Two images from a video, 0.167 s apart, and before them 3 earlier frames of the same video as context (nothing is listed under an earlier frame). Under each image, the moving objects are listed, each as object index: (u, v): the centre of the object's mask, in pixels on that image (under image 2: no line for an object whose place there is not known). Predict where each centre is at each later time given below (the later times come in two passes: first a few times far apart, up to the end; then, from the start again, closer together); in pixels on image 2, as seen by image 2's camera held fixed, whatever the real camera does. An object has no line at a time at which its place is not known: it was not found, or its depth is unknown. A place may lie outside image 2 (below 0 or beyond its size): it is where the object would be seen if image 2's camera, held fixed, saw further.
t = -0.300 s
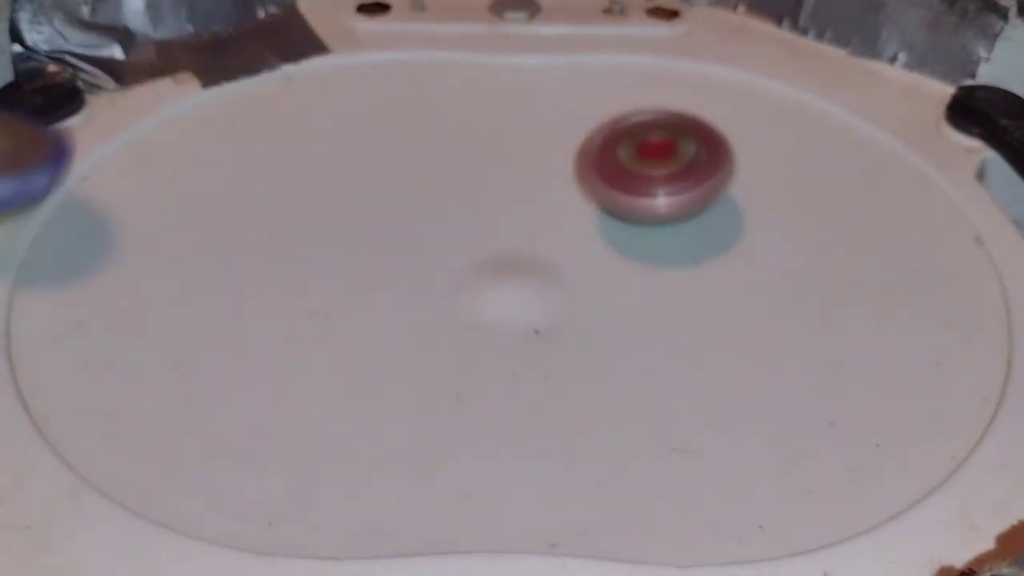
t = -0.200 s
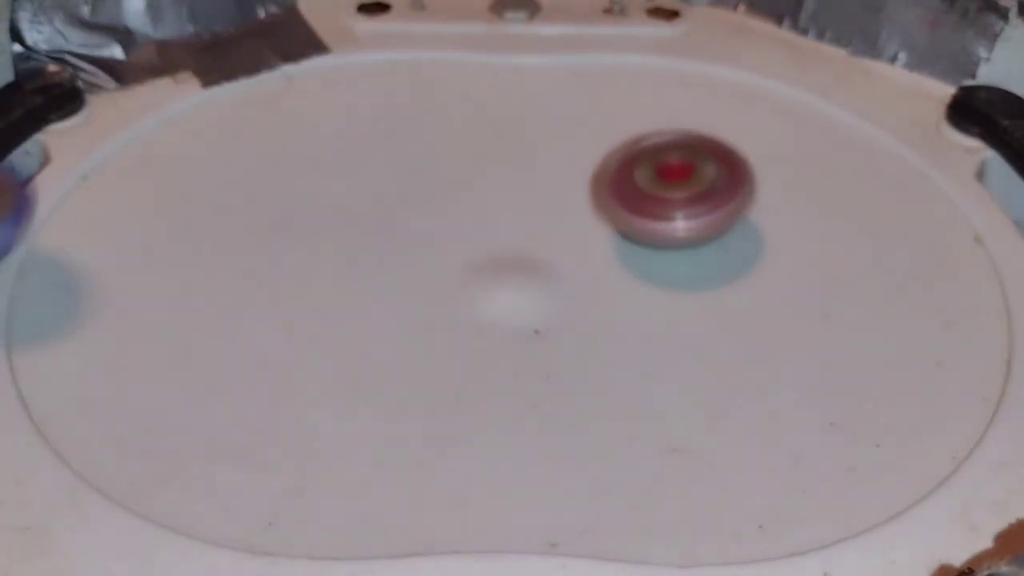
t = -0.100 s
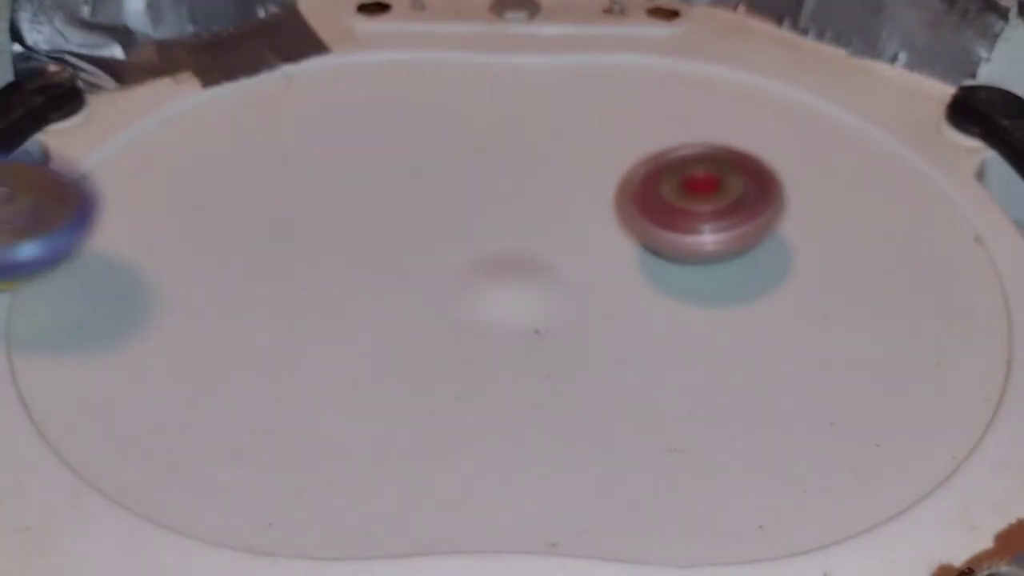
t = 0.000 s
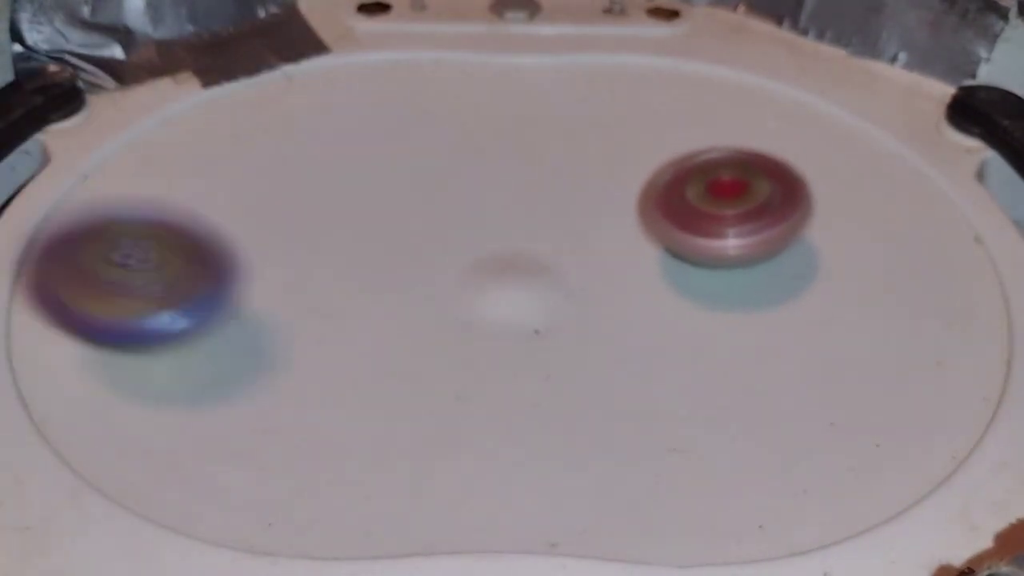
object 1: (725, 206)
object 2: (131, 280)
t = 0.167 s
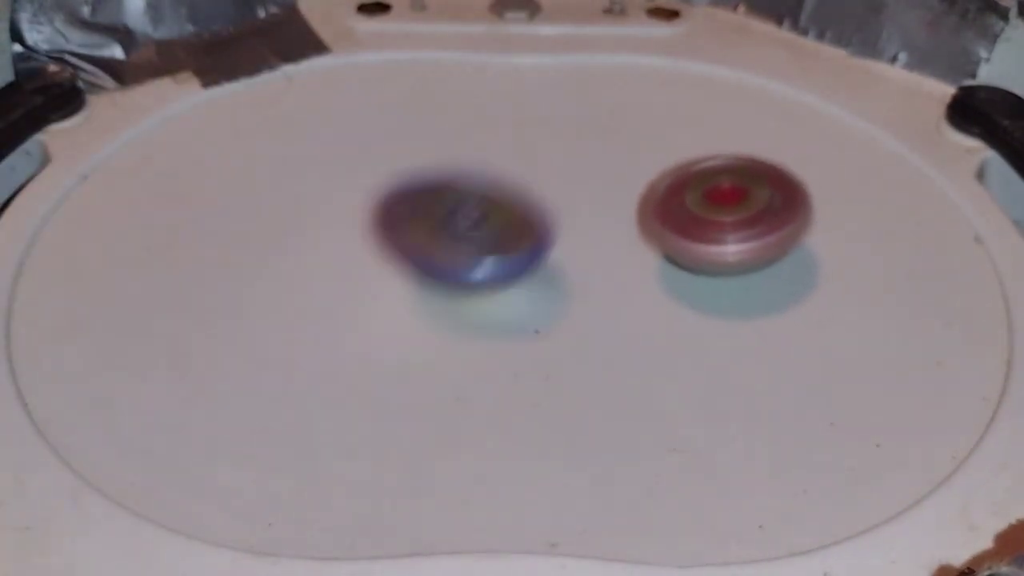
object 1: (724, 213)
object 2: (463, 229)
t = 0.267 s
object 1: (705, 225)
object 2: (505, 115)
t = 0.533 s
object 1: (667, 273)
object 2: (249, 32)
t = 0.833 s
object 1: (659, 311)
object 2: (552, 214)
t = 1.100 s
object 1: (689, 339)
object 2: (641, 30)
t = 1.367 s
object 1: (581, 297)
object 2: (365, 136)
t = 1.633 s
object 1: (714, 405)
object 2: (448, 162)
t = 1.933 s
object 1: (614, 248)
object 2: (465, 188)
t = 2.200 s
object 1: (458, 268)
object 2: (302, 171)
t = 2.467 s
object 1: (544, 296)
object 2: (395, 222)
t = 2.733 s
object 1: (532, 256)
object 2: (396, 120)
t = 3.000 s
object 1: (500, 265)
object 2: (347, 201)
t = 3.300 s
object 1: (795, 289)
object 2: (248, 156)
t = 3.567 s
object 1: (763, 197)
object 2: (439, 177)
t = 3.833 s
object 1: (622, 190)
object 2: (440, 85)
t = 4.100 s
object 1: (532, 280)
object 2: (422, 190)
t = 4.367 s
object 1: (722, 381)
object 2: (410, 106)
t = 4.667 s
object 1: (696, 315)
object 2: (488, 198)
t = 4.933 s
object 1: (668, 425)
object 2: (611, 77)
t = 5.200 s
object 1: (693, 379)
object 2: (447, 54)
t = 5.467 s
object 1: (579, 320)
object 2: (444, 197)
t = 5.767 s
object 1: (488, 302)
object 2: (559, 194)
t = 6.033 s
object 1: (441, 259)
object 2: (541, 169)
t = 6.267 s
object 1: (364, 256)
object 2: (602, 126)
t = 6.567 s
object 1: (408, 226)
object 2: (610, 171)
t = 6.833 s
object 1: (460, 194)
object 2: (708, 221)
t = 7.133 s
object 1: (506, 174)
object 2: (659, 238)
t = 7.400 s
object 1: (531, 182)
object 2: (595, 316)
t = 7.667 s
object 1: (559, 196)
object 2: (599, 313)
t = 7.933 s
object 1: (568, 193)
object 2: (553, 301)
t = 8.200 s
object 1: (584, 171)
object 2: (397, 333)
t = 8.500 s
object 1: (549, 201)
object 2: (280, 283)
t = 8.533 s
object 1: (547, 205)
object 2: (276, 272)
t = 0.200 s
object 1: (719, 216)
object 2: (492, 194)
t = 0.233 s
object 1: (712, 220)
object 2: (508, 153)
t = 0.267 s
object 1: (705, 225)
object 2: (505, 115)
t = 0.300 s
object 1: (697, 230)
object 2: (486, 79)
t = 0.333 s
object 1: (690, 236)
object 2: (453, 48)
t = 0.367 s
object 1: (684, 242)
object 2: (410, 27)
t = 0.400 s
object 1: (678, 247)
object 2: (359, 18)
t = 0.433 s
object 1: (674, 253)
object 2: (301, 20)
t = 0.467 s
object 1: (671, 258)
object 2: (261, 15)
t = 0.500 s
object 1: (668, 266)
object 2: (254, 25)
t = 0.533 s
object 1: (667, 273)
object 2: (249, 32)
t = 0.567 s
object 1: (667, 280)
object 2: (247, 49)
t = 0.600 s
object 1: (668, 287)
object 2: (249, 72)
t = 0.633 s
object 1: (668, 292)
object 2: (256, 106)
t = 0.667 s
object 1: (667, 298)
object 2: (279, 143)
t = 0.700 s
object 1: (666, 302)
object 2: (315, 173)
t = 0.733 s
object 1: (664, 304)
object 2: (367, 200)
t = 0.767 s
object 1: (661, 306)
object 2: (430, 217)
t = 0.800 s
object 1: (659, 308)
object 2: (495, 217)
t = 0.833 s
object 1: (659, 311)
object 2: (552, 214)
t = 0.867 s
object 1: (666, 322)
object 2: (603, 197)
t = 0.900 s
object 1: (673, 332)
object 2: (645, 175)
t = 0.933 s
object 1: (678, 340)
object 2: (676, 147)
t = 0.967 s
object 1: (683, 344)
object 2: (694, 118)
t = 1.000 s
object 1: (687, 346)
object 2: (699, 90)
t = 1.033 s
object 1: (690, 345)
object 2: (692, 62)
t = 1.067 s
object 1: (691, 343)
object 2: (672, 39)
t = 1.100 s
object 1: (689, 339)
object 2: (641, 30)
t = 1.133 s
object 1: (687, 333)
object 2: (599, 29)
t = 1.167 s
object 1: (681, 327)
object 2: (556, 35)
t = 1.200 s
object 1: (671, 321)
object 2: (511, 44)
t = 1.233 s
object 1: (657, 315)
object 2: (464, 57)
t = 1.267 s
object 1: (640, 309)
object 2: (421, 67)
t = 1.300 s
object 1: (622, 305)
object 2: (389, 82)
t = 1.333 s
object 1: (603, 300)
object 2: (369, 107)
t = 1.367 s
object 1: (581, 297)
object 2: (365, 136)
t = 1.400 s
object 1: (558, 294)
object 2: (376, 168)
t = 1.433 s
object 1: (537, 293)
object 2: (403, 201)
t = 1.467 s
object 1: (553, 317)
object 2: (418, 200)
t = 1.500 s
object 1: (587, 358)
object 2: (418, 188)
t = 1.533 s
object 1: (620, 387)
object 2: (426, 179)
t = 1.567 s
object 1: (651, 403)
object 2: (437, 173)
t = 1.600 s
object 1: (684, 409)
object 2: (445, 168)
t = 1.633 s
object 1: (714, 405)
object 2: (448, 162)
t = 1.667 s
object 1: (736, 394)
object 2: (446, 155)
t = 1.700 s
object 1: (749, 377)
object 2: (440, 150)
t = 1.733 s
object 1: (752, 357)
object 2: (432, 148)
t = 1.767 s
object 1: (745, 336)
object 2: (424, 151)
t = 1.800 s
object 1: (729, 315)
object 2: (420, 157)
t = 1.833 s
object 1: (703, 294)
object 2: (423, 166)
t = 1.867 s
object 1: (673, 274)
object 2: (433, 178)
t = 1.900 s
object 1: (638, 257)
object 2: (450, 187)
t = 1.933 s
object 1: (614, 248)
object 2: (465, 188)
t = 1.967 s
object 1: (610, 253)
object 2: (454, 174)
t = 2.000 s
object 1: (597, 257)
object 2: (440, 160)
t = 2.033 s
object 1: (575, 257)
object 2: (419, 149)
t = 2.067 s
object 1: (548, 256)
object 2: (392, 141)
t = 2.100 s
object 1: (521, 256)
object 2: (364, 139)
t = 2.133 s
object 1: (499, 262)
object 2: (337, 143)
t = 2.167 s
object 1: (476, 267)
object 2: (316, 154)
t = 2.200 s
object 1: (458, 268)
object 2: (302, 171)
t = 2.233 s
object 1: (447, 270)
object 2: (303, 191)
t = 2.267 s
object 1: (447, 280)
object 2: (305, 207)
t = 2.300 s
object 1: (456, 293)
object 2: (302, 211)
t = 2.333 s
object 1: (467, 301)
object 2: (308, 217)
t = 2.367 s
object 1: (482, 304)
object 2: (324, 222)
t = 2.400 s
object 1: (502, 303)
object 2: (345, 225)
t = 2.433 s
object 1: (523, 300)
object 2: (370, 226)
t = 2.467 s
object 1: (544, 296)
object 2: (395, 222)
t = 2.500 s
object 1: (560, 290)
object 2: (418, 214)
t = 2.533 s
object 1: (567, 280)
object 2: (434, 202)
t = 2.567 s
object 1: (565, 267)
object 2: (444, 186)
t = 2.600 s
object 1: (555, 253)
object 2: (447, 171)
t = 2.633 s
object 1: (545, 242)
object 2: (443, 156)
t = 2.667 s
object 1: (538, 239)
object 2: (432, 142)
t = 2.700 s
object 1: (536, 244)
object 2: (416, 129)
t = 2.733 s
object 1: (532, 256)
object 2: (396, 120)
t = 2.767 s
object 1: (527, 267)
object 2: (373, 114)
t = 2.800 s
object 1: (523, 271)
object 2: (349, 114)
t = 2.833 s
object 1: (520, 271)
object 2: (328, 120)
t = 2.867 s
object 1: (521, 265)
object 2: (312, 131)
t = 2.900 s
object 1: (523, 260)
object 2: (305, 147)
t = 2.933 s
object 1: (520, 260)
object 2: (309, 165)
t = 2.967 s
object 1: (510, 262)
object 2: (324, 184)
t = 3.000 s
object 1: (500, 265)
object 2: (347, 201)
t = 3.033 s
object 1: (548, 298)
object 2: (334, 185)
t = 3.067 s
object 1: (599, 323)
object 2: (320, 171)
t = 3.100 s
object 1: (647, 339)
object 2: (307, 161)
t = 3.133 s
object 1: (689, 344)
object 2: (295, 152)
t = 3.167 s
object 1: (723, 340)
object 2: (279, 147)
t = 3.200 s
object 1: (749, 329)
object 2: (266, 145)
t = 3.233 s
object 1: (770, 316)
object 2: (255, 146)
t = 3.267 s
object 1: (784, 303)
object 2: (248, 149)
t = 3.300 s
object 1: (795, 289)
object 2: (248, 156)
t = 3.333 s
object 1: (802, 275)
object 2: (256, 165)
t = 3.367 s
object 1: (806, 262)
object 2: (273, 174)
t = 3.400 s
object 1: (807, 248)
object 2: (296, 182)
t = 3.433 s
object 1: (804, 236)
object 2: (324, 187)
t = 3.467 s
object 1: (798, 224)
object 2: (355, 189)
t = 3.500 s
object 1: (789, 214)
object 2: (387, 188)
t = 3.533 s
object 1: (777, 206)
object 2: (416, 184)
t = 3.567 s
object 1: (763, 197)
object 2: (439, 177)
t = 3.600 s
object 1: (748, 189)
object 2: (457, 167)
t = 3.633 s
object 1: (732, 183)
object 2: (471, 155)
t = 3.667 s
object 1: (715, 180)
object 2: (480, 142)
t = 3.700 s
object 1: (697, 179)
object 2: (483, 129)
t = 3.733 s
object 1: (677, 180)
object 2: (480, 117)
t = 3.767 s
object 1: (657, 181)
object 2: (472, 105)
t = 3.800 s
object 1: (639, 185)
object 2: (458, 94)
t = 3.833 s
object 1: (622, 190)
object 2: (440, 85)
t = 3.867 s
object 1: (606, 196)
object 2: (419, 80)
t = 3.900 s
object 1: (590, 204)
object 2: (398, 82)
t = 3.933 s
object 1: (576, 212)
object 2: (381, 92)
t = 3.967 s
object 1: (565, 219)
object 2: (369, 107)
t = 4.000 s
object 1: (559, 229)
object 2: (364, 125)
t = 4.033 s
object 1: (555, 244)
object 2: (369, 145)
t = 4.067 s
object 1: (534, 272)
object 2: (400, 180)
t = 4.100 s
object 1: (532, 280)
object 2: (422, 190)
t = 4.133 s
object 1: (553, 319)
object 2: (429, 170)
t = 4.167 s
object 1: (577, 350)
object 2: (438, 155)
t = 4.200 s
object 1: (600, 368)
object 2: (442, 144)
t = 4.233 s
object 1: (624, 378)
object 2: (443, 133)
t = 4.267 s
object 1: (652, 383)
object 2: (440, 123)
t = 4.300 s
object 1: (679, 385)
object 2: (433, 114)
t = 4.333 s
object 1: (703, 384)
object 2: (422, 108)
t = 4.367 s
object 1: (722, 381)
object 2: (410, 106)
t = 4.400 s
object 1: (736, 375)
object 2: (398, 107)
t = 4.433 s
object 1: (744, 369)
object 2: (389, 113)
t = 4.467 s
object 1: (748, 362)
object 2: (386, 125)
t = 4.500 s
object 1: (748, 354)
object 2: (389, 138)
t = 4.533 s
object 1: (745, 345)
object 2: (399, 153)
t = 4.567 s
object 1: (737, 338)
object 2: (416, 167)
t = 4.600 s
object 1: (725, 330)
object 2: (436, 180)
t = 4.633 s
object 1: (711, 322)
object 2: (461, 191)
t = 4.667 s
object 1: (696, 315)
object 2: (488, 198)
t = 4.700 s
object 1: (681, 309)
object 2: (519, 199)
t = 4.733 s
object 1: (666, 303)
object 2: (558, 202)
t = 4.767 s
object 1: (659, 315)
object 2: (592, 191)
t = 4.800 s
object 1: (656, 360)
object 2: (611, 154)
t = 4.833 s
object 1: (653, 395)
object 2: (619, 129)
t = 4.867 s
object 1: (651, 414)
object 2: (621, 108)
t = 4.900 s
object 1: (656, 423)
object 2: (616, 91)
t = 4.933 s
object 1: (668, 425)
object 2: (611, 77)
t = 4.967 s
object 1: (685, 425)
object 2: (600, 64)
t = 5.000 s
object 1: (700, 421)
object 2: (585, 52)
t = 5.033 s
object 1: (711, 416)
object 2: (566, 44)
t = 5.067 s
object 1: (716, 411)
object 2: (545, 43)
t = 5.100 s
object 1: (717, 404)
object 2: (521, 42)
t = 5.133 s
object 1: (713, 397)
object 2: (495, 44)
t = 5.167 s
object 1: (704, 389)
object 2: (469, 48)
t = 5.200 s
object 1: (693, 379)
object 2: (447, 54)
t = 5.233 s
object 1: (679, 369)
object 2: (427, 66)
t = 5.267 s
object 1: (664, 360)
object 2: (414, 81)
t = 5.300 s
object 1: (649, 351)
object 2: (406, 100)
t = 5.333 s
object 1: (635, 343)
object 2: (406, 117)
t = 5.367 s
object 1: (622, 336)
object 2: (409, 140)
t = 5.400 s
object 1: (609, 330)
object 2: (418, 158)
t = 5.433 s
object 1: (596, 325)
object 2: (429, 179)
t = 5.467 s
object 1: (579, 320)
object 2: (444, 197)
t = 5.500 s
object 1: (561, 313)
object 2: (460, 214)
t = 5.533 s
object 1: (555, 320)
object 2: (474, 207)
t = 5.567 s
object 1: (551, 330)
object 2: (485, 195)
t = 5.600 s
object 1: (543, 333)
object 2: (497, 185)
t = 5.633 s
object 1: (531, 329)
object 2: (504, 187)
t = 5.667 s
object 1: (519, 320)
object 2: (504, 193)
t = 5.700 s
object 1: (509, 312)
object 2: (514, 195)
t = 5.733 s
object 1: (500, 304)
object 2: (536, 197)
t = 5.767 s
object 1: (488, 302)
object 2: (559, 194)
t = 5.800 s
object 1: (474, 296)
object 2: (568, 192)
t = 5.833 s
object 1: (461, 289)
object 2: (572, 187)
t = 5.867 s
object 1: (453, 283)
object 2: (575, 178)
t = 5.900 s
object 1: (448, 277)
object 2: (575, 173)
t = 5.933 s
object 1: (446, 271)
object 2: (570, 169)
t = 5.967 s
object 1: (445, 267)
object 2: (561, 166)
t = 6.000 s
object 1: (444, 262)
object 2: (553, 166)
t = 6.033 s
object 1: (441, 259)
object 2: (541, 169)
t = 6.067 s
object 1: (423, 261)
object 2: (543, 167)
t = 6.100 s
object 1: (392, 267)
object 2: (558, 161)
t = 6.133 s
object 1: (372, 268)
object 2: (571, 154)
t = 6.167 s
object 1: (364, 266)
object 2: (583, 146)
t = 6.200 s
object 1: (361, 262)
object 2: (591, 138)
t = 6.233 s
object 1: (361, 259)
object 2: (598, 131)
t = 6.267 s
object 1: (364, 256)
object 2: (602, 126)
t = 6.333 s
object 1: (370, 249)
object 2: (601, 124)
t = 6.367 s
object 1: (374, 246)
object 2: (599, 126)
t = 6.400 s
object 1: (378, 243)
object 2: (596, 129)
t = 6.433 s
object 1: (382, 240)
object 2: (597, 137)
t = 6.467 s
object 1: (388, 237)
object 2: (595, 145)
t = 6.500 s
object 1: (394, 233)
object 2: (598, 151)
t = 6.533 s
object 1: (401, 229)
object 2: (602, 163)
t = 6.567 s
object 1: (408, 226)
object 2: (610, 171)
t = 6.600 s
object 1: (413, 222)
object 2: (620, 184)
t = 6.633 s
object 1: (420, 219)
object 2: (632, 191)
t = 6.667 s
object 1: (427, 215)
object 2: (644, 198)
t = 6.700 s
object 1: (433, 210)
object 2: (659, 206)
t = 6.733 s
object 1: (440, 206)
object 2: (672, 210)
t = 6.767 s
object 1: (447, 202)
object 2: (686, 215)
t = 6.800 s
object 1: (453, 198)
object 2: (697, 218)
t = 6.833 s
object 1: (460, 194)
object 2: (708, 221)
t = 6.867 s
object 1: (465, 190)
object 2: (714, 223)
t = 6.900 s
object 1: (471, 187)
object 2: (720, 224)
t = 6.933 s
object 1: (477, 183)
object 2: (719, 225)
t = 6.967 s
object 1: (482, 180)
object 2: (717, 226)
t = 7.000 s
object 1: (488, 178)
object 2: (712, 227)
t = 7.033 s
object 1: (493, 176)
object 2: (702, 227)
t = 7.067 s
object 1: (497, 175)
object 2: (690, 230)
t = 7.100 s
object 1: (501, 174)
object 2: (673, 233)
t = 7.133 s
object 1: (506, 174)
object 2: (659, 238)
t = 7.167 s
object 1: (509, 175)
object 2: (640, 244)
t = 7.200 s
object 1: (511, 173)
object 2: (627, 252)
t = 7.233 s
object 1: (514, 172)
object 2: (617, 265)
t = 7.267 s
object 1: (517, 173)
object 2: (607, 275)
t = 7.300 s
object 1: (520, 175)
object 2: (600, 288)
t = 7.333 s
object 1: (523, 177)
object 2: (596, 298)
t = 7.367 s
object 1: (527, 179)
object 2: (593, 308)
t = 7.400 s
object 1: (531, 182)
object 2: (595, 316)
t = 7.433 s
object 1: (535, 184)
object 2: (598, 323)
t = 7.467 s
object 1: (540, 187)
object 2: (603, 328)
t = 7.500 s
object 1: (546, 190)
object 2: (605, 327)
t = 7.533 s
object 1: (550, 193)
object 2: (608, 327)
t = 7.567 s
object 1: (554, 197)
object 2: (613, 324)
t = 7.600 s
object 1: (556, 200)
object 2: (610, 319)
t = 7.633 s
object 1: (557, 202)
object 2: (606, 310)
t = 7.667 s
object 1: (559, 196)
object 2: (599, 313)
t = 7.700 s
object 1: (562, 190)
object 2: (594, 316)
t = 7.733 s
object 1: (565, 186)
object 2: (588, 318)
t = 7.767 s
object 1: (568, 186)
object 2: (583, 318)
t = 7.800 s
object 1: (570, 186)
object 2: (580, 318)
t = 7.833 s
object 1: (571, 188)
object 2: (575, 316)
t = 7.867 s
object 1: (571, 190)
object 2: (567, 313)
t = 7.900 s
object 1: (570, 191)
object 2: (561, 306)
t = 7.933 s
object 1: (568, 193)
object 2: (553, 301)
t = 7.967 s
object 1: (577, 184)
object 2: (527, 309)
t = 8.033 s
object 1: (593, 168)
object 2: (489, 326)
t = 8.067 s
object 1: (595, 168)
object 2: (471, 331)
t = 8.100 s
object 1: (594, 168)
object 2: (452, 335)
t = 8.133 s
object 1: (591, 169)
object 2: (432, 336)
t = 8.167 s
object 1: (588, 170)
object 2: (414, 335)
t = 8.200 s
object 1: (584, 171)
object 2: (397, 333)
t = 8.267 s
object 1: (575, 176)
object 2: (361, 327)
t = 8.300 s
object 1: (571, 179)
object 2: (345, 323)
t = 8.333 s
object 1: (568, 182)
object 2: (331, 316)
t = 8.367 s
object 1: (564, 186)
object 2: (316, 310)
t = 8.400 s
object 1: (561, 189)
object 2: (302, 304)
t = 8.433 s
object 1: (558, 193)
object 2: (293, 296)
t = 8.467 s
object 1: (554, 197)
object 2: (287, 291)
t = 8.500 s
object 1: (549, 201)
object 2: (280, 283)
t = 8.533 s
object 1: (547, 205)
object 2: (276, 272)
